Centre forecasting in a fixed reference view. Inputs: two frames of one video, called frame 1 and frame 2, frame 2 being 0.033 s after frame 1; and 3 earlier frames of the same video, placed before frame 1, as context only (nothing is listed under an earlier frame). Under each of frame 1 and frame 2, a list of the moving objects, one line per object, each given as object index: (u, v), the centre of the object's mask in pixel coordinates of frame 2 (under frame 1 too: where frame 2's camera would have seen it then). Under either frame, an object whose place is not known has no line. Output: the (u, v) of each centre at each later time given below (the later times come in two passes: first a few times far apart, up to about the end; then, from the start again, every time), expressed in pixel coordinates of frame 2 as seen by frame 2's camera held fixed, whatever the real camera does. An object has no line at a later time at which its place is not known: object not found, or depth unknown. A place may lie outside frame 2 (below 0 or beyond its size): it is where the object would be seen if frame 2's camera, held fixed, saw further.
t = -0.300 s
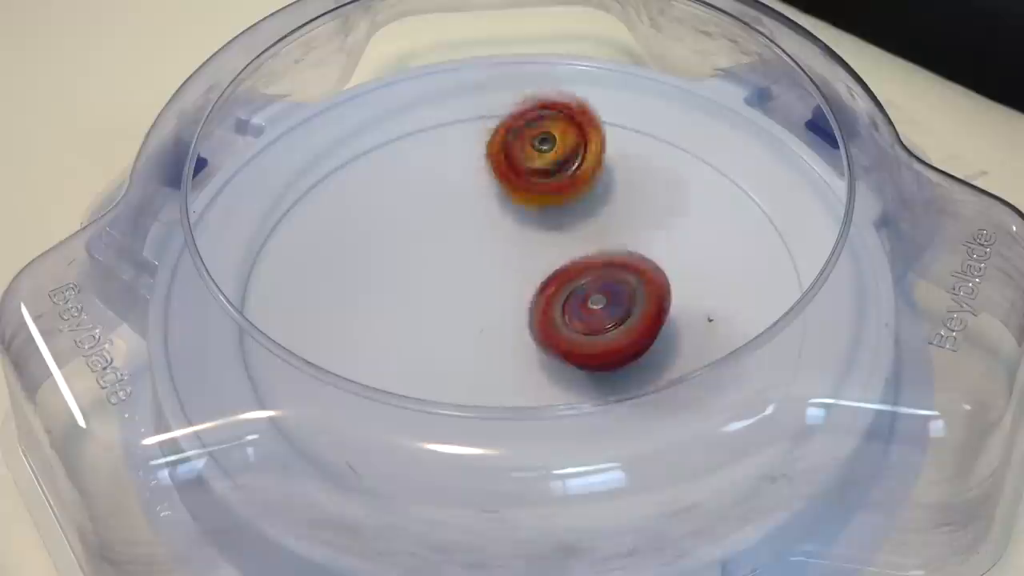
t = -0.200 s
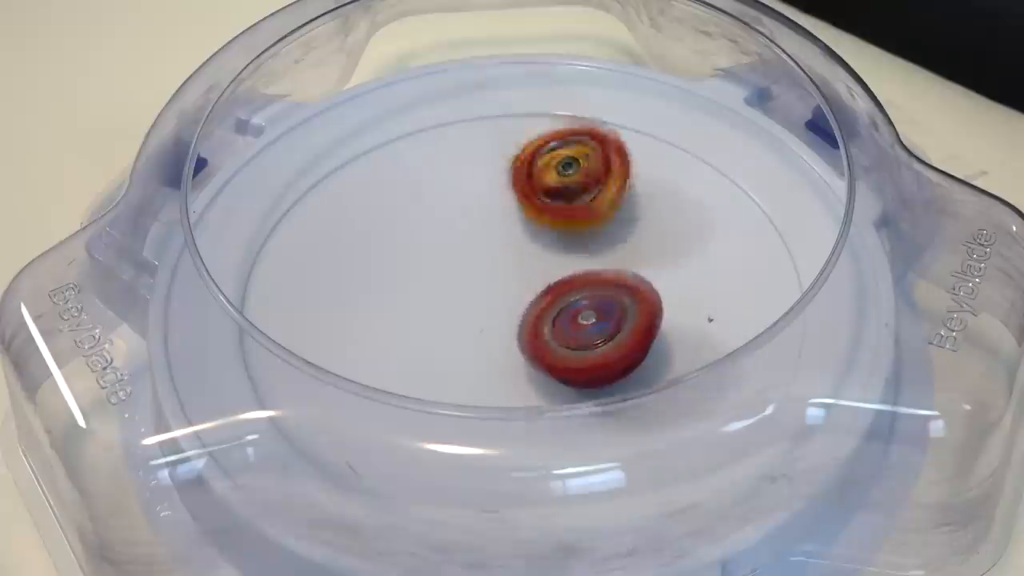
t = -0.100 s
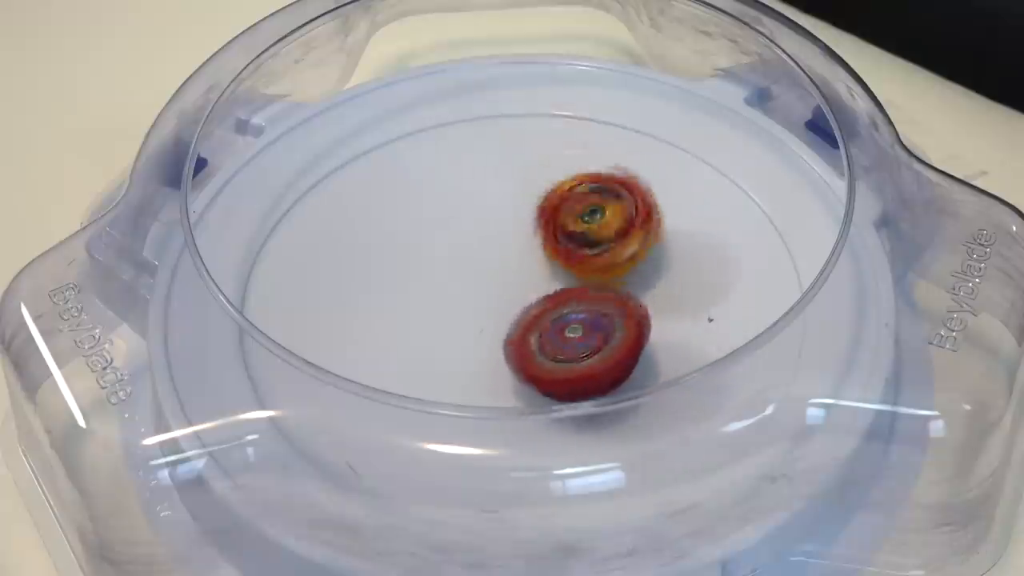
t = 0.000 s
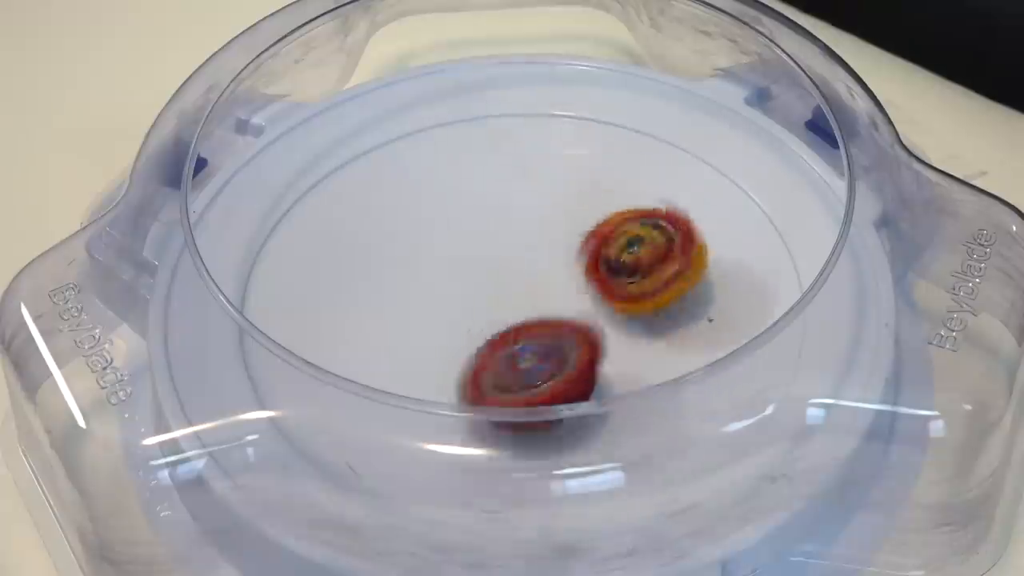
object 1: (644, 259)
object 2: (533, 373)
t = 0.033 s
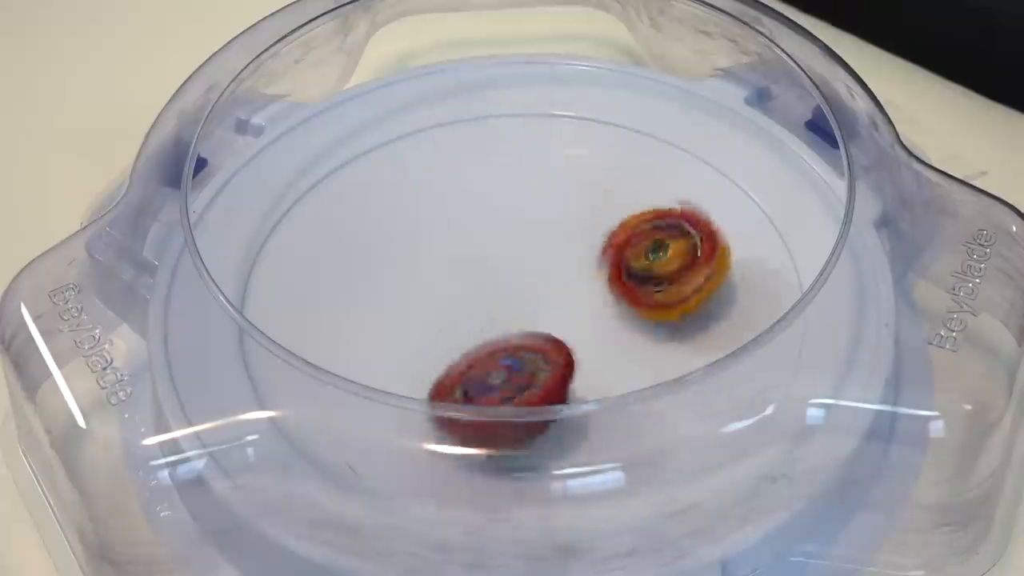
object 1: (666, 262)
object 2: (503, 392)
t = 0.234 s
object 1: (697, 312)
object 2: (432, 438)
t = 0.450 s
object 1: (609, 360)
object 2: (424, 444)
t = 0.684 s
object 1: (578, 335)
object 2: (314, 394)
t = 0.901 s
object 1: (502, 259)
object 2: (300, 314)
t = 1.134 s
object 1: (442, 196)
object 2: (348, 260)
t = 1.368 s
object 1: (541, 189)
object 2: (376, 238)
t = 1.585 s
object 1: (643, 215)
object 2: (465, 234)
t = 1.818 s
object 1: (723, 269)
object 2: (455, 217)
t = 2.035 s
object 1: (723, 292)
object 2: (475, 257)
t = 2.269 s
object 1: (712, 276)
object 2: (506, 318)
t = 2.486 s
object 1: (708, 286)
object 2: (511, 361)
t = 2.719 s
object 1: (705, 276)
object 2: (492, 387)
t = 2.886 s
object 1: (703, 285)
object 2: (477, 372)
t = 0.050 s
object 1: (675, 262)
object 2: (492, 399)
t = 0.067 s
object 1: (681, 267)
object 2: (481, 404)
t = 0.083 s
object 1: (685, 271)
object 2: (471, 410)
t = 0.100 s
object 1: (688, 277)
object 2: (465, 415)
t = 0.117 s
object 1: (691, 280)
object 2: (458, 418)
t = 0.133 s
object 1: (694, 285)
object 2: (451, 427)
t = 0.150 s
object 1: (697, 288)
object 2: (445, 430)
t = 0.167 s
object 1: (698, 294)
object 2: (442, 433)
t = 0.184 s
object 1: (698, 299)
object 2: (438, 437)
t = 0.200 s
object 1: (700, 304)
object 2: (436, 435)
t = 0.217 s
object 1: (697, 307)
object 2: (434, 436)
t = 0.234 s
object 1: (697, 312)
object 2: (432, 438)
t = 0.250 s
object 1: (692, 315)
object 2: (423, 448)
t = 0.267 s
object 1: (692, 318)
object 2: (429, 440)
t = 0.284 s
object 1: (687, 322)
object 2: (422, 448)
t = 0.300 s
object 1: (684, 325)
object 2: (428, 440)
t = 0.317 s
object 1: (676, 330)
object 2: (428, 441)
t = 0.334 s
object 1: (672, 333)
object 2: (426, 441)
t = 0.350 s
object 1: (664, 338)
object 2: (422, 448)
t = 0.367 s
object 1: (656, 339)
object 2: (421, 448)
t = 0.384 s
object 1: (647, 347)
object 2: (425, 439)
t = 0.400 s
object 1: (638, 347)
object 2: (425, 440)
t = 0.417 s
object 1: (630, 353)
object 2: (424, 439)
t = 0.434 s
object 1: (618, 355)
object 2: (425, 439)
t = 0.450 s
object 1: (609, 360)
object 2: (424, 444)
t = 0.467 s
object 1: (596, 362)
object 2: (426, 444)
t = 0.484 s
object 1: (588, 365)
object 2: (429, 443)
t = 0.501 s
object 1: (574, 366)
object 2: (432, 433)
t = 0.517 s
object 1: (568, 368)
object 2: (433, 428)
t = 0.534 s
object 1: (567, 369)
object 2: (416, 428)
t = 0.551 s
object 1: (576, 368)
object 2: (396, 425)
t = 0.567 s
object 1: (579, 364)
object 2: (379, 423)
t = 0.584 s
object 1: (582, 358)
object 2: (357, 427)
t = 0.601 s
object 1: (587, 357)
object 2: (345, 422)
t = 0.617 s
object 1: (586, 354)
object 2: (335, 419)
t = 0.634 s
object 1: (589, 348)
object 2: (327, 415)
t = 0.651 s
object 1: (586, 345)
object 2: (327, 404)
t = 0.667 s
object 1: (581, 338)
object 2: (319, 399)
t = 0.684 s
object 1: (578, 335)
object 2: (314, 394)
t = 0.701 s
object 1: (572, 330)
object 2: (309, 389)
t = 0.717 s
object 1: (569, 323)
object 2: (305, 383)
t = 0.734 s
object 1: (561, 320)
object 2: (302, 377)
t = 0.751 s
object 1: (555, 313)
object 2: (299, 372)
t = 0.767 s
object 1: (548, 307)
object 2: (295, 371)
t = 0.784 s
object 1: (540, 300)
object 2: (298, 356)
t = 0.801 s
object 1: (536, 293)
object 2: (295, 355)
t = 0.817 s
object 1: (529, 289)
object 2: (293, 348)
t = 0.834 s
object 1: (524, 282)
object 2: (293, 342)
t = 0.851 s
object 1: (520, 278)
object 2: (294, 337)
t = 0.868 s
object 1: (512, 271)
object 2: (294, 330)
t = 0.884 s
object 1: (508, 264)
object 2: (301, 319)
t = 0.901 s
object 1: (502, 259)
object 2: (300, 314)
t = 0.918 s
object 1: (496, 253)
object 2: (301, 312)
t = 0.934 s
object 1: (492, 248)
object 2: (301, 307)
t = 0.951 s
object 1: (485, 242)
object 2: (303, 305)
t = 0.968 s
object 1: (481, 234)
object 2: (305, 301)
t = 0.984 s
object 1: (475, 231)
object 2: (308, 298)
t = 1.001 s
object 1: (469, 225)
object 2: (311, 293)
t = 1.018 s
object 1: (467, 222)
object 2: (315, 288)
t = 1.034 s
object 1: (461, 218)
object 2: (320, 285)
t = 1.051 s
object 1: (459, 213)
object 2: (324, 279)
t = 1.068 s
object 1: (455, 210)
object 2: (330, 276)
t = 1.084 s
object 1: (451, 207)
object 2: (334, 272)
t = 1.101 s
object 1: (448, 204)
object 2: (340, 268)
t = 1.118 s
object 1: (441, 202)
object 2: (347, 263)
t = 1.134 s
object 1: (442, 196)
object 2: (348, 260)
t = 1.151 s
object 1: (444, 194)
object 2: (349, 259)
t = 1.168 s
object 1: (445, 192)
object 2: (351, 255)
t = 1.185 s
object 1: (448, 192)
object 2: (352, 254)
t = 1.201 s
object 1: (452, 190)
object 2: (353, 252)
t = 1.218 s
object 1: (456, 188)
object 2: (354, 251)
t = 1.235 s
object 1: (462, 187)
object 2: (358, 248)
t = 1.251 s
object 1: (467, 187)
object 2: (362, 246)
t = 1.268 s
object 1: (472, 185)
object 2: (367, 243)
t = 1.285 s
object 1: (479, 185)
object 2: (371, 240)
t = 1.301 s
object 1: (492, 183)
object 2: (368, 239)
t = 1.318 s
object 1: (505, 183)
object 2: (366, 238)
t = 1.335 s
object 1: (519, 183)
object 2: (368, 238)
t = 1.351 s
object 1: (530, 187)
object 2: (370, 238)
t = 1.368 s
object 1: (541, 189)
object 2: (376, 238)
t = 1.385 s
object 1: (551, 190)
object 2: (380, 237)
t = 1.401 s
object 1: (563, 192)
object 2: (387, 237)
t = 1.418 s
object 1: (572, 197)
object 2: (392, 236)
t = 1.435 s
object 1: (581, 198)
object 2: (400, 237)
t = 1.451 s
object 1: (591, 199)
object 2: (406, 235)
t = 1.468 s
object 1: (602, 202)
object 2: (414, 236)
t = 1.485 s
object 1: (611, 206)
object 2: (421, 235)
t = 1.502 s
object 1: (618, 207)
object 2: (428, 236)
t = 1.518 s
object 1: (625, 207)
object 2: (436, 235)
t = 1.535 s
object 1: (633, 208)
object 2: (443, 235)
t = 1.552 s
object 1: (638, 212)
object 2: (451, 234)
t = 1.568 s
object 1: (640, 215)
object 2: (457, 235)
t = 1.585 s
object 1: (643, 215)
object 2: (465, 234)
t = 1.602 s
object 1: (645, 217)
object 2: (471, 234)
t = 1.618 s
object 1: (646, 219)
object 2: (478, 235)
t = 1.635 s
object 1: (646, 221)
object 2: (484, 234)
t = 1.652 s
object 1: (646, 224)
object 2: (492, 236)
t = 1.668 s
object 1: (645, 226)
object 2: (498, 235)
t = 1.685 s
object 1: (643, 228)
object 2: (505, 236)
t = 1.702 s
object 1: (641, 232)
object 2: (512, 235)
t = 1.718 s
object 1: (640, 233)
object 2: (517, 238)
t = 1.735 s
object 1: (650, 237)
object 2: (509, 235)
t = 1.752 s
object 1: (669, 241)
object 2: (493, 230)
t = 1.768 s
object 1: (688, 249)
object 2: (480, 226)
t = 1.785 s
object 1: (702, 254)
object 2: (470, 222)
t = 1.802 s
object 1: (717, 264)
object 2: (462, 219)
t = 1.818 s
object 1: (723, 269)
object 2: (455, 217)
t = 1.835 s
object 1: (728, 273)
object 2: (451, 216)
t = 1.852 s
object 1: (731, 275)
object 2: (449, 218)
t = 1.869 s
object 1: (734, 278)
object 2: (448, 218)
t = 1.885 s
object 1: (735, 281)
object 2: (450, 222)
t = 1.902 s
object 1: (735, 284)
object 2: (451, 225)
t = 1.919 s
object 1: (734, 287)
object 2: (455, 228)
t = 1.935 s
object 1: (733, 289)
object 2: (457, 232)
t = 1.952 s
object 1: (732, 291)
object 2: (462, 236)
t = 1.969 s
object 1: (730, 292)
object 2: (464, 240)
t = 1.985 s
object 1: (728, 292)
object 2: (467, 244)
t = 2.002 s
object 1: (727, 292)
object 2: (470, 248)
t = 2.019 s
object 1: (725, 292)
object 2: (473, 252)
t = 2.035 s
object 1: (723, 292)
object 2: (475, 257)
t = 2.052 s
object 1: (722, 292)
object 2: (478, 261)
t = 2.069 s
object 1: (721, 292)
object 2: (480, 266)
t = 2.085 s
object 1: (720, 291)
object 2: (483, 270)
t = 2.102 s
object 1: (719, 290)
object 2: (485, 275)
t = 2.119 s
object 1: (719, 289)
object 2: (488, 279)
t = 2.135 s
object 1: (719, 289)
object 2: (490, 284)
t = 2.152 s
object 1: (718, 288)
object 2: (492, 288)
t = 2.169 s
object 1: (718, 286)
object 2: (494, 293)
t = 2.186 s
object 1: (717, 285)
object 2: (496, 297)
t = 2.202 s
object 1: (716, 283)
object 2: (498, 302)
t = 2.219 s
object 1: (714, 281)
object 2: (500, 306)
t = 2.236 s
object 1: (713, 280)
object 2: (502, 310)
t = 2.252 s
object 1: (712, 278)
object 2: (503, 315)
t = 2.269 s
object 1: (712, 276)
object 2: (506, 318)
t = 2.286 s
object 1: (712, 274)
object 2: (507, 323)
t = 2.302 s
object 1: (712, 273)
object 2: (508, 327)
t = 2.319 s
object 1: (712, 272)
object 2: (509, 331)
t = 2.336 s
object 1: (712, 272)
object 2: (510, 335)
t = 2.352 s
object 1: (712, 273)
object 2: (510, 339)
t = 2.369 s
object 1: (711, 275)
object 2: (511, 343)
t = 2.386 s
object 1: (710, 276)
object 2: (510, 347)
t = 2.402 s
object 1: (709, 279)
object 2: (511, 349)
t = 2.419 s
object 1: (708, 281)
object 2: (511, 352)
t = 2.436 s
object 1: (708, 282)
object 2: (511, 355)
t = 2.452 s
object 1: (708, 283)
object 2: (511, 357)
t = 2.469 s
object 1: (708, 285)
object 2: (511, 359)
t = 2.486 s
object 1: (708, 286)
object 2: (511, 361)
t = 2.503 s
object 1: (708, 287)
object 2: (510, 363)
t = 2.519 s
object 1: (708, 286)
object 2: (509, 364)
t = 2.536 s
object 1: (708, 286)
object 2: (509, 366)
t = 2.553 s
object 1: (707, 286)
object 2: (508, 367)
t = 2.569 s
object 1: (707, 285)
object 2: (507, 368)
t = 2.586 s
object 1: (706, 283)
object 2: (506, 370)
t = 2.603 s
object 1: (705, 282)
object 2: (504, 370)
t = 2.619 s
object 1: (705, 280)
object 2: (503, 371)
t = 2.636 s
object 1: (705, 279)
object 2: (500, 382)
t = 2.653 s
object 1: (705, 277)
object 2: (499, 383)
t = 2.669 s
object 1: (705, 276)
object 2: (497, 384)
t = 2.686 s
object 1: (705, 275)
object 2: (496, 385)
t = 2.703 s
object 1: (705, 275)
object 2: (494, 386)
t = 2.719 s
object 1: (705, 276)
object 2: (492, 387)
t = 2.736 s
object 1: (704, 277)
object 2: (491, 387)
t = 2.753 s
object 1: (703, 278)
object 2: (489, 387)
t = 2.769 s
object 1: (703, 280)
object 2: (488, 387)
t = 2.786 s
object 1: (703, 282)
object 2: (486, 387)
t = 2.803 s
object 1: (703, 283)
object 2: (485, 386)
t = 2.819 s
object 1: (703, 284)
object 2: (482, 386)
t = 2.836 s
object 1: (703, 285)
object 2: (481, 384)
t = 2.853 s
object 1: (703, 285)
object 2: (479, 382)
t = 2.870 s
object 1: (703, 285)
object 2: (478, 382)
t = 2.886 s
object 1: (703, 285)
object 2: (477, 372)
